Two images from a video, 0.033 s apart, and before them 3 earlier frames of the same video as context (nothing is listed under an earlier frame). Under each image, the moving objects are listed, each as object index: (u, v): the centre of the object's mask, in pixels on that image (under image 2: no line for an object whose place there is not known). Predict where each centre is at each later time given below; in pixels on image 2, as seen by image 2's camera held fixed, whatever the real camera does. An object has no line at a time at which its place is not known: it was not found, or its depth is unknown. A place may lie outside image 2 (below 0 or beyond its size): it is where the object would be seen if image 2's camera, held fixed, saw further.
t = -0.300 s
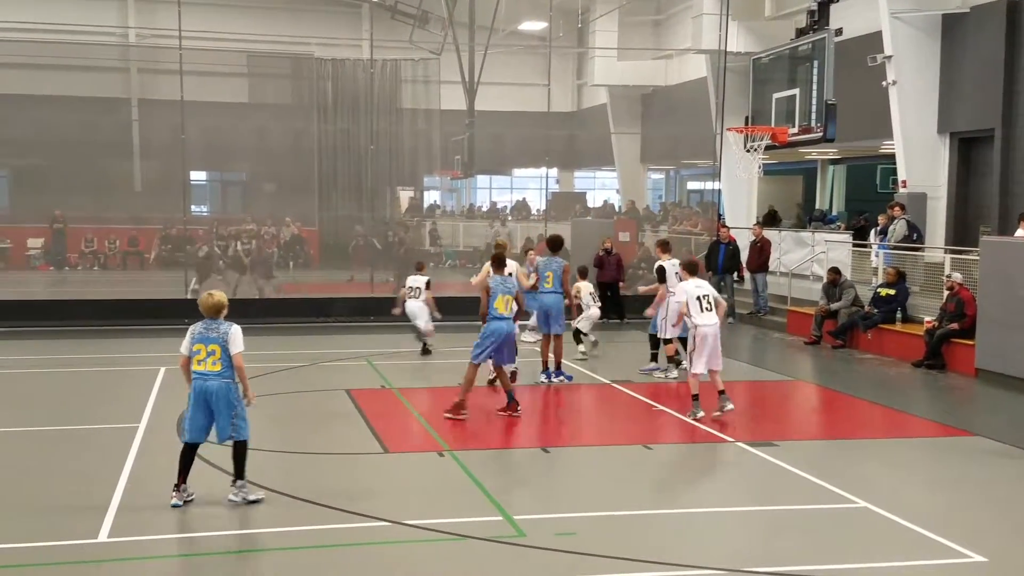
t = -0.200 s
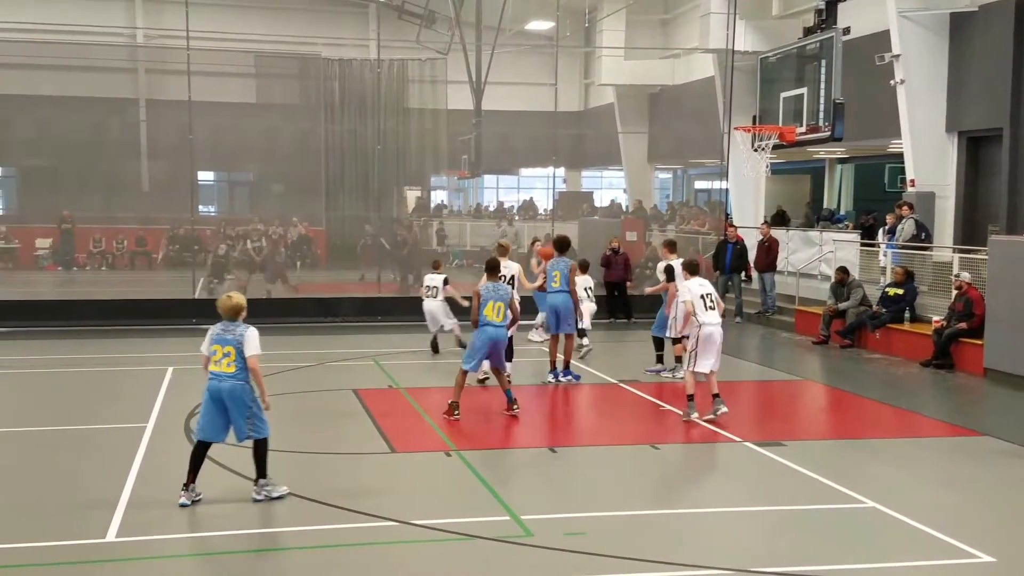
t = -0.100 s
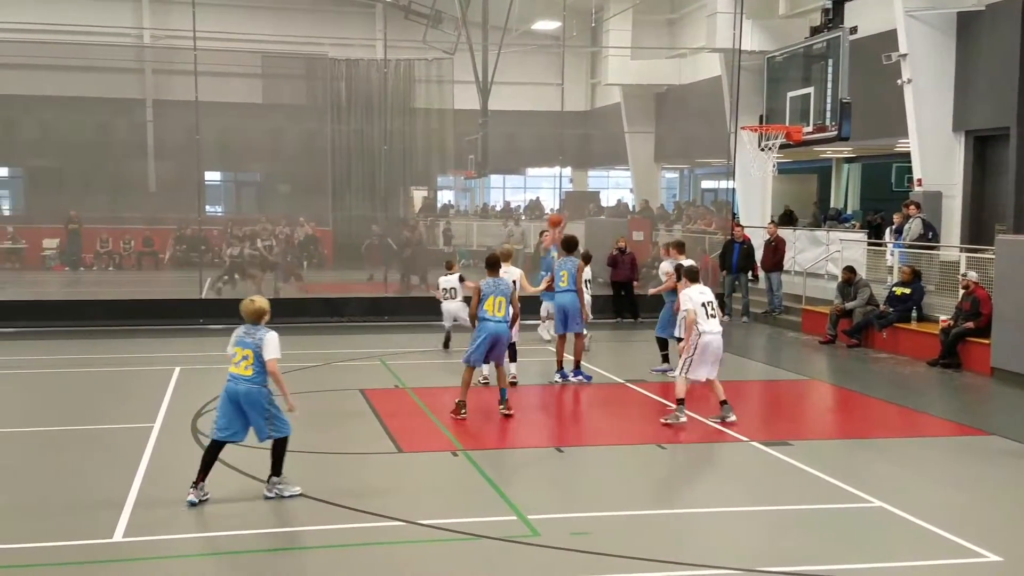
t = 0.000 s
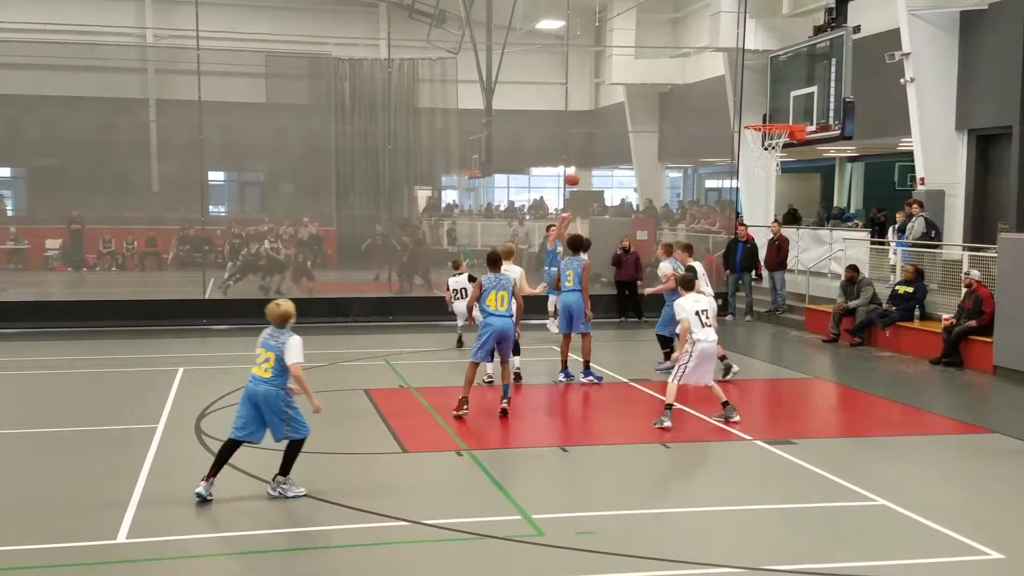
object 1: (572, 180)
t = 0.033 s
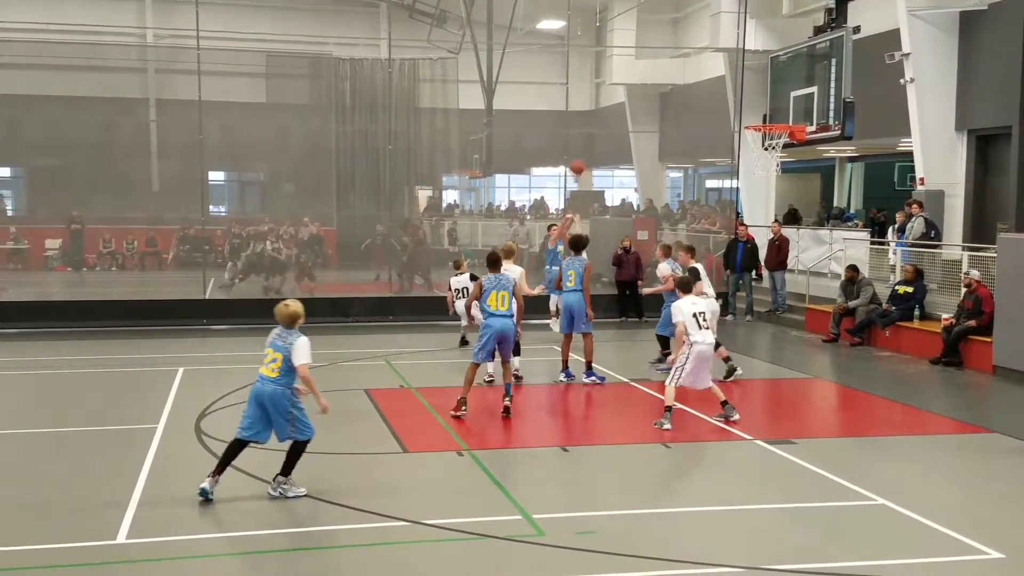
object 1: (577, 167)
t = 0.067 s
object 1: (582, 156)
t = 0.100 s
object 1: (587, 144)
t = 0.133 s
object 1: (591, 133)
